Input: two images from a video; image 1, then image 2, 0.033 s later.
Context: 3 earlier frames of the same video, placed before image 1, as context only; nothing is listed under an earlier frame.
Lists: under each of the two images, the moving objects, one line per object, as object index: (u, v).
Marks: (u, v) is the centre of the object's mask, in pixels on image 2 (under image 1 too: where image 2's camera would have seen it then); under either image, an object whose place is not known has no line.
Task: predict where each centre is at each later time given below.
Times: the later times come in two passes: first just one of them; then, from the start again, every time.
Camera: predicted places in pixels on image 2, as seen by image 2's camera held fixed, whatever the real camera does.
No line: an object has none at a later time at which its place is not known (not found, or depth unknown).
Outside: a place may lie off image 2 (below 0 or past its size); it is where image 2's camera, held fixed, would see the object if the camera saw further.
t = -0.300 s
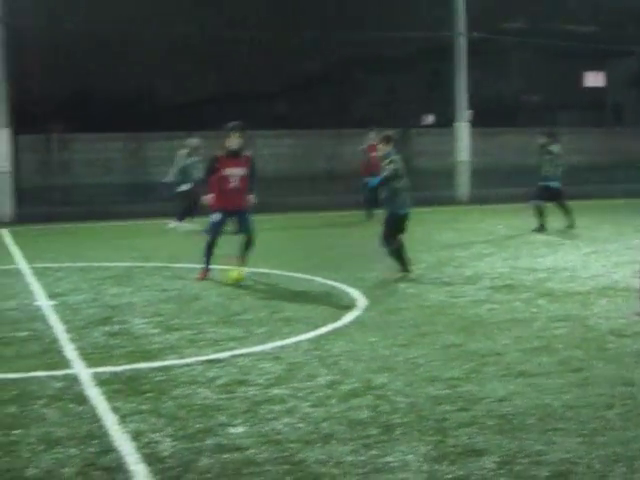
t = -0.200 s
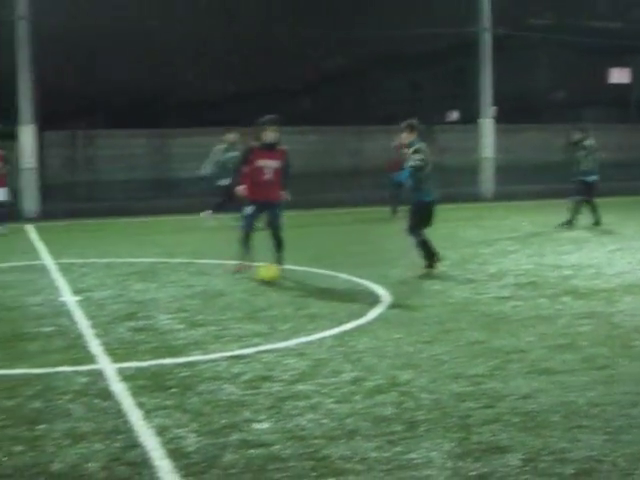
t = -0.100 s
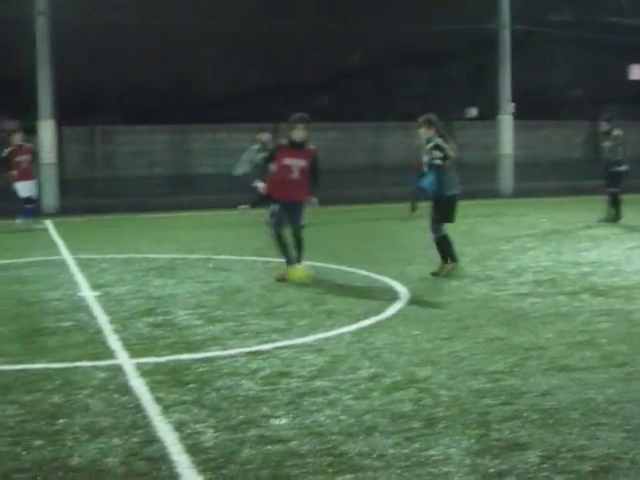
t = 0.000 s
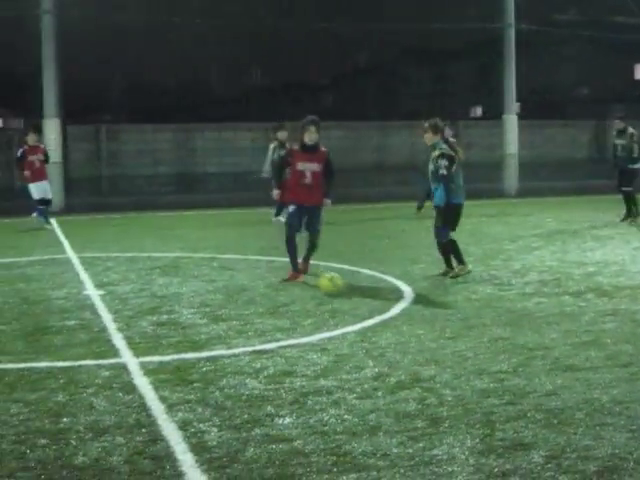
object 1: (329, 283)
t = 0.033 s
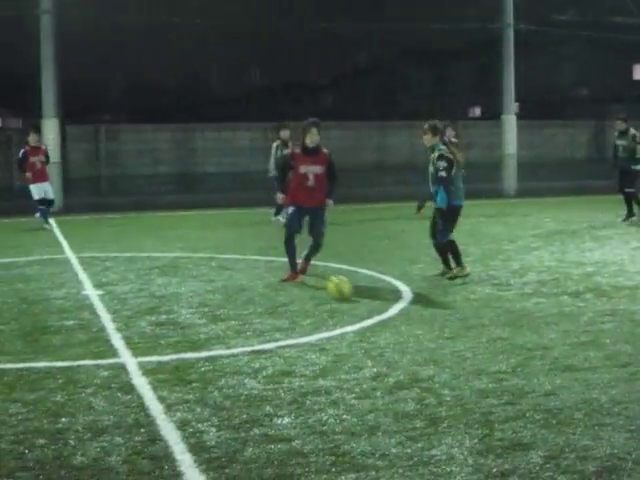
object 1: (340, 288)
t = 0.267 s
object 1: (412, 317)
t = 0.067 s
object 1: (349, 292)
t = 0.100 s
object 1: (359, 295)
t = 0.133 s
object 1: (369, 299)
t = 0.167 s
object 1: (378, 304)
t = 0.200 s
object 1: (389, 307)
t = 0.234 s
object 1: (400, 312)
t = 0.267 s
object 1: (412, 317)
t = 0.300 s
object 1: (423, 321)
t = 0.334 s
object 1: (435, 326)
